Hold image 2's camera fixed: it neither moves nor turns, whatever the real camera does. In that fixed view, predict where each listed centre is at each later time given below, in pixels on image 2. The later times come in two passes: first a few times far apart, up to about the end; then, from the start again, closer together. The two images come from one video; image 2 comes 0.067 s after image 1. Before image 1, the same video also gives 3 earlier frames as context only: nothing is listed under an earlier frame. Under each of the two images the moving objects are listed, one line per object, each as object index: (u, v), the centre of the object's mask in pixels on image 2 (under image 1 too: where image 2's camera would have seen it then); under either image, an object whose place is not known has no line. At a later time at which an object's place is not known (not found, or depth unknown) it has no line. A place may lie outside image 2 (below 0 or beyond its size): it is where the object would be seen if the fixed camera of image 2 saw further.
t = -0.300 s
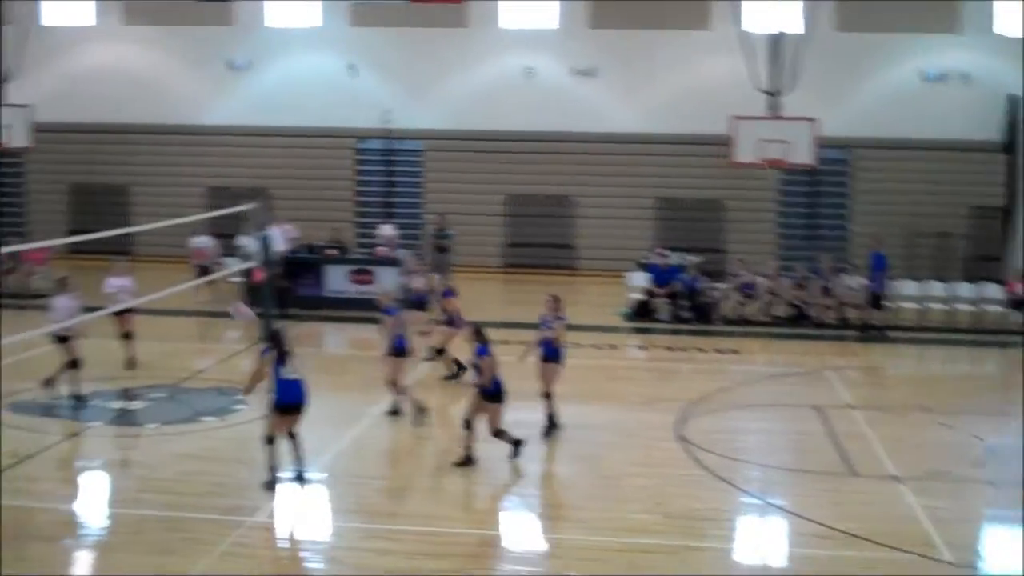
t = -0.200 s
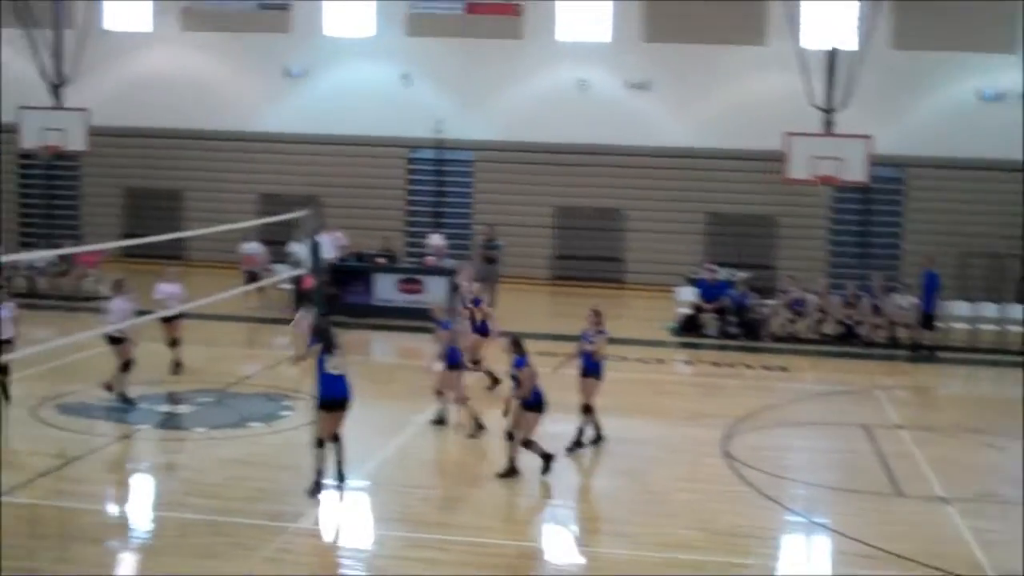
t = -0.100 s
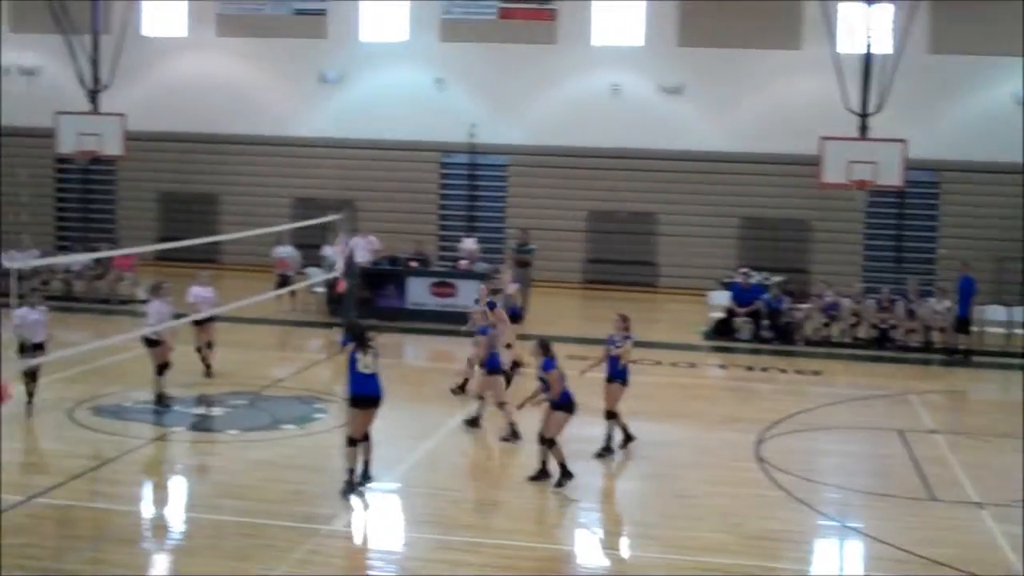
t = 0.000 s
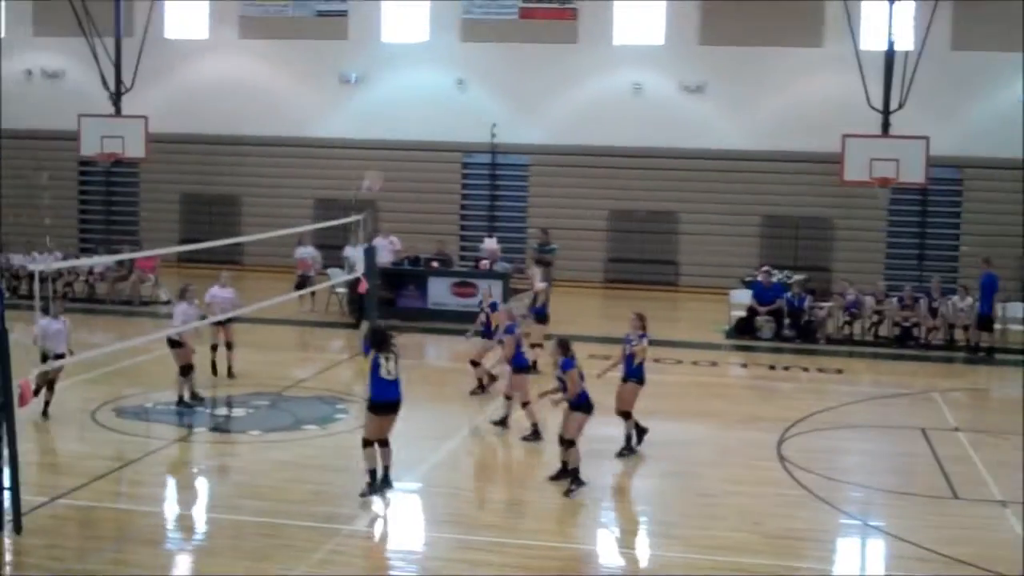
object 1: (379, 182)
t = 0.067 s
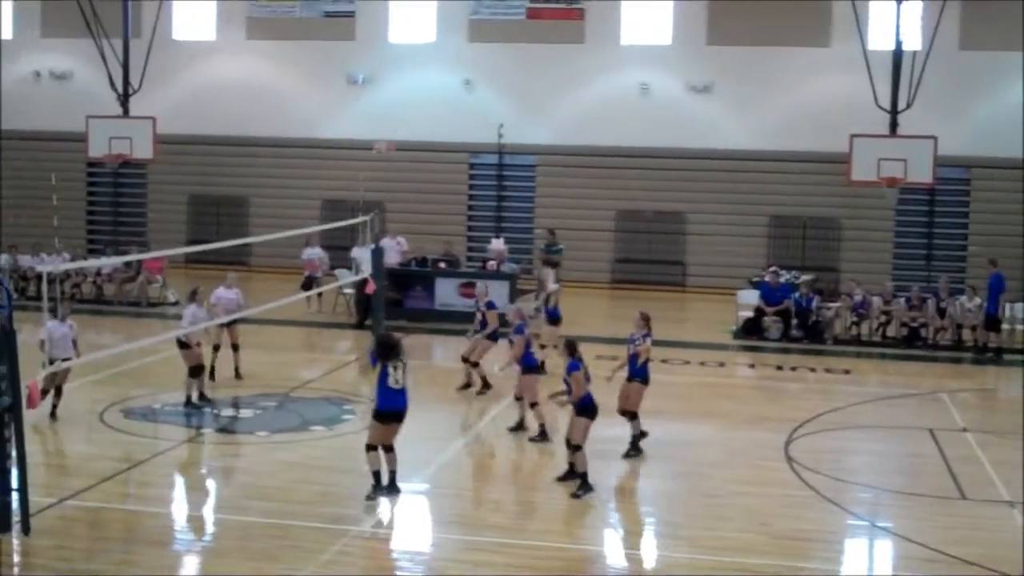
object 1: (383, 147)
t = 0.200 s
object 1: (393, 88)
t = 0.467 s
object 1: (409, 24)
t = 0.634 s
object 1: (417, 17)
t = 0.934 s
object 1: (431, 61)
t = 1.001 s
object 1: (433, 80)
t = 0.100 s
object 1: (386, 131)
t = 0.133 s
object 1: (388, 116)
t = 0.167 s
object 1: (390, 102)
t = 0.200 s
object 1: (393, 88)
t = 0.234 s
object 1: (395, 77)
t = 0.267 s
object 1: (397, 66)
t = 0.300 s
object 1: (399, 57)
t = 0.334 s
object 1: (401, 50)
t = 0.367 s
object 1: (403, 42)
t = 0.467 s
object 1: (409, 24)
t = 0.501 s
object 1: (411, 21)
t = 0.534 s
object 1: (413, 19)
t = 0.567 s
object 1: (414, 18)
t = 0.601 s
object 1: (415, 17)
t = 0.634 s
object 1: (417, 17)
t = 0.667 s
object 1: (419, 19)
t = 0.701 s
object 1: (421, 21)
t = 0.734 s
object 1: (422, 24)
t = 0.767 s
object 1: (424, 28)
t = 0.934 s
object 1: (431, 61)
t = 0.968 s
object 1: (432, 70)
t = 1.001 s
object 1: (433, 80)
